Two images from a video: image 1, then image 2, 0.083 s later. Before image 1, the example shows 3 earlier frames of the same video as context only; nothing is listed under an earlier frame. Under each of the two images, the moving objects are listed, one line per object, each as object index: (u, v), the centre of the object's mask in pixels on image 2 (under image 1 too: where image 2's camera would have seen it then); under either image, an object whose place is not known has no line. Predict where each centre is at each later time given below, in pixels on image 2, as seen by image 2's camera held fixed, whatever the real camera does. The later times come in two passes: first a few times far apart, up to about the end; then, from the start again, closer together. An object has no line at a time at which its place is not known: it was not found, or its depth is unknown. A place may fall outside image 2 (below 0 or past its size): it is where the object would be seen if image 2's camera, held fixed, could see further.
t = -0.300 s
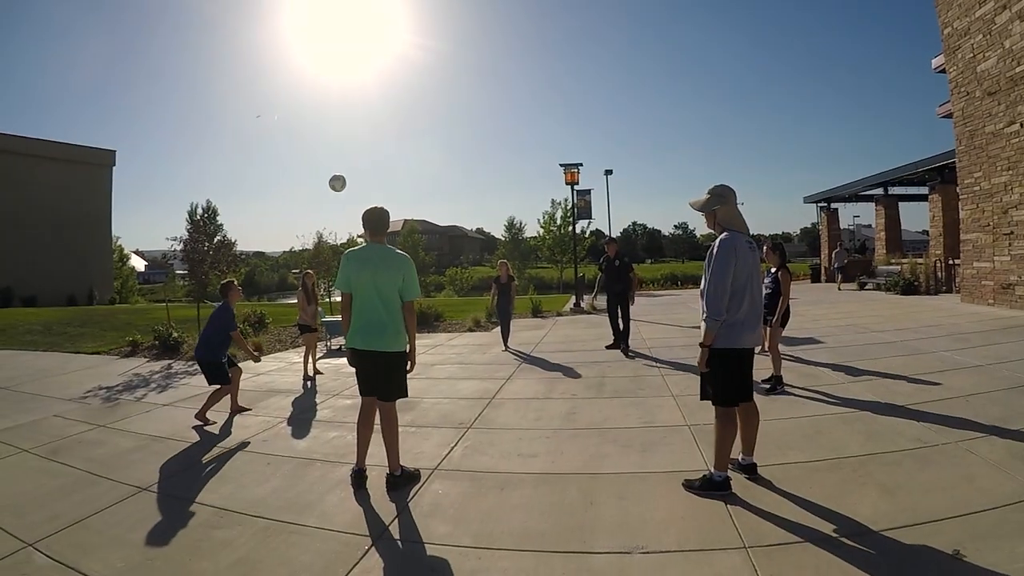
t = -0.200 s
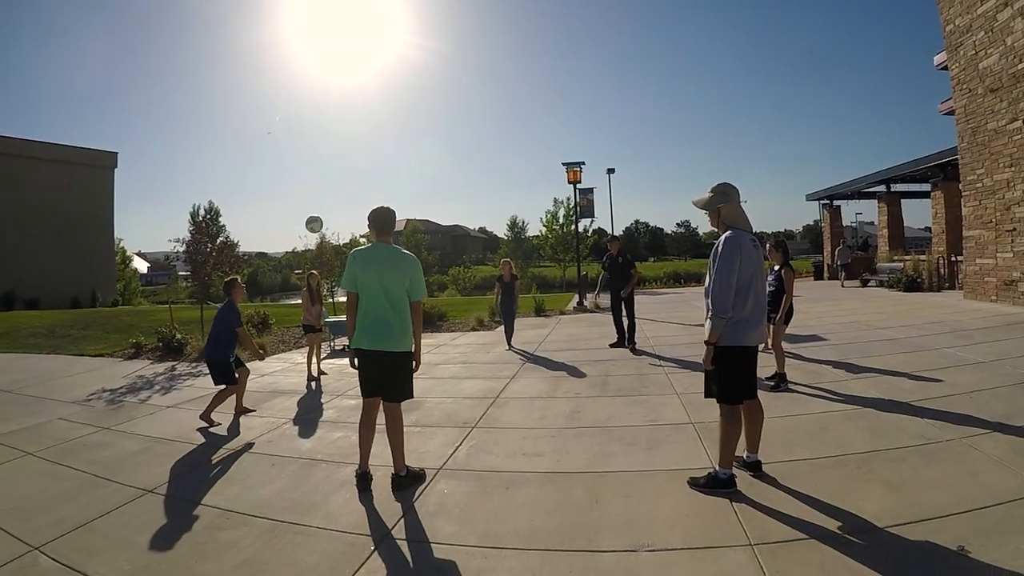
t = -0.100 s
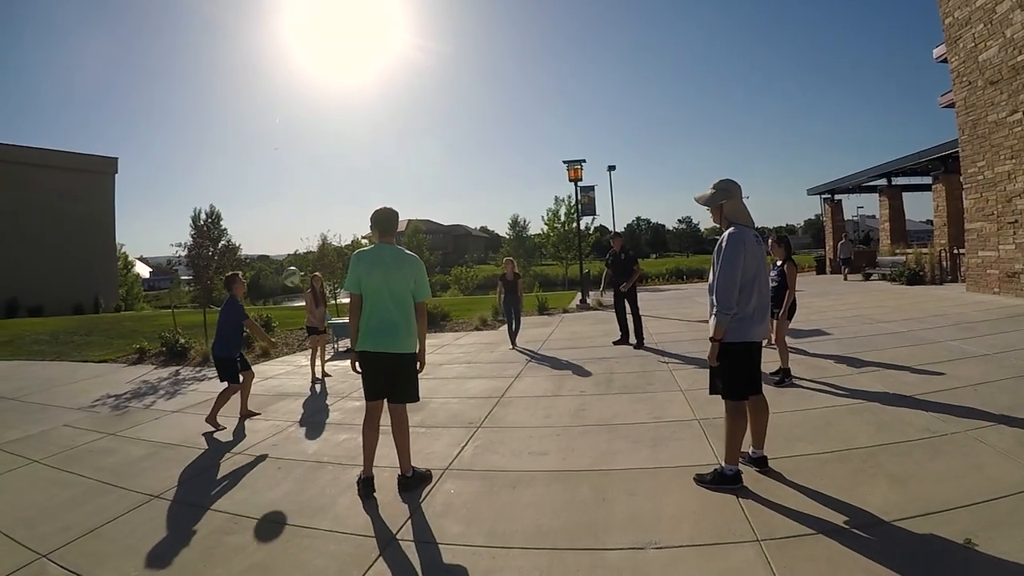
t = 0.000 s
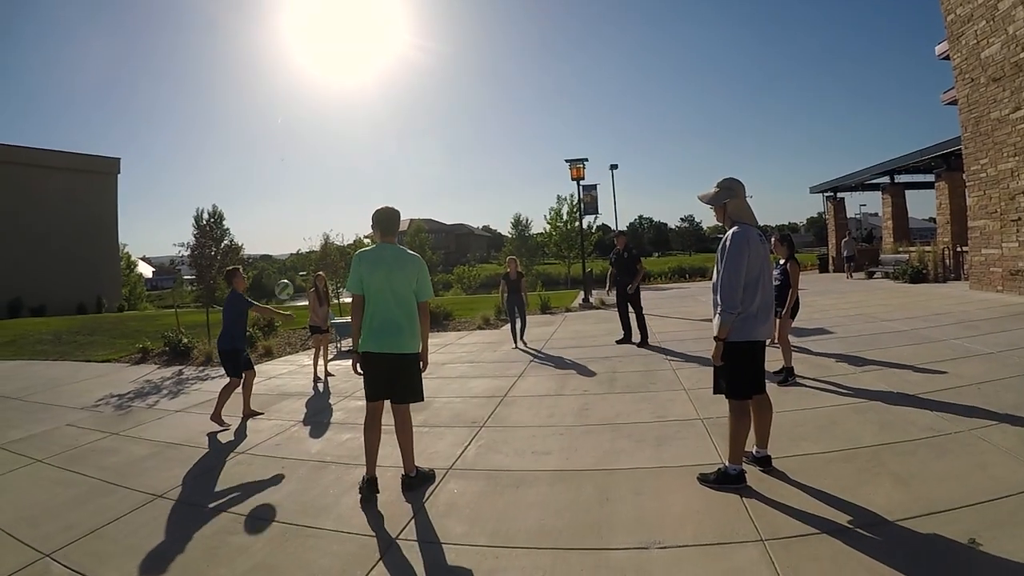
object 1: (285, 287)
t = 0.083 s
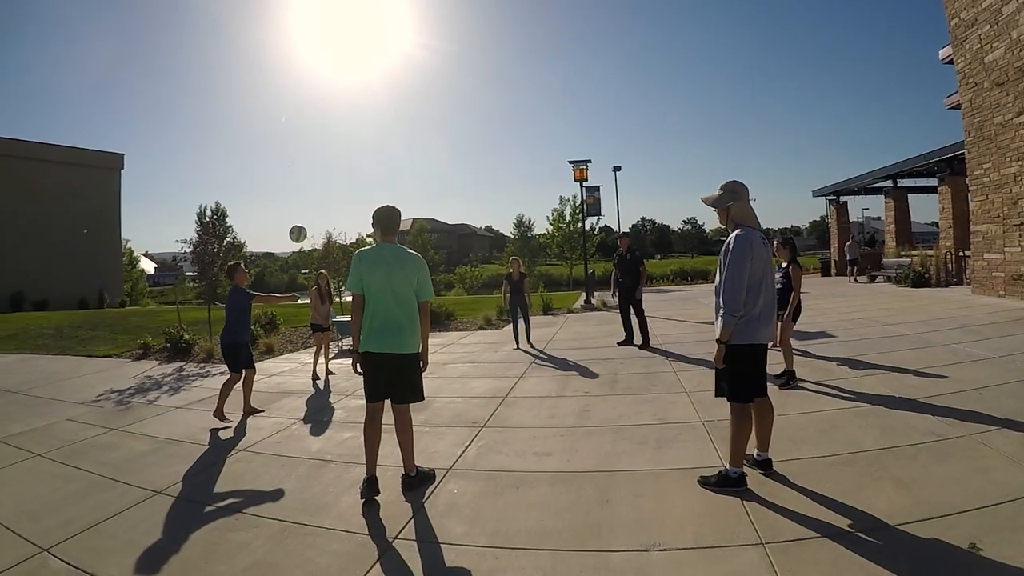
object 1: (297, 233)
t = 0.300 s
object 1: (333, 127)
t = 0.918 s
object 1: (433, 61)
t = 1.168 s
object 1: (471, 115)
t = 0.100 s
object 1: (300, 224)
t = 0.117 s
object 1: (303, 214)
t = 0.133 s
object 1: (305, 204)
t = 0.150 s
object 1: (308, 195)
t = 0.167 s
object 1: (311, 186)
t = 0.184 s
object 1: (314, 178)
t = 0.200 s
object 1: (316, 170)
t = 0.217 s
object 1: (319, 162)
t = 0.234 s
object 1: (322, 154)
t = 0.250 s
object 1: (325, 147)
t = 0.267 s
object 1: (328, 140)
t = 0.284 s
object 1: (331, 133)
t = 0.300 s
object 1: (333, 127)
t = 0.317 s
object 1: (336, 121)
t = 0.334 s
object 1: (339, 115)
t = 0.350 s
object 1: (342, 110)
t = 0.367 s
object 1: (345, 105)
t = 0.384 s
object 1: (348, 100)
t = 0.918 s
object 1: (433, 61)
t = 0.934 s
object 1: (435, 63)
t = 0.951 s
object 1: (438, 66)
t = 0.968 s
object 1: (440, 68)
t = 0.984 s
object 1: (443, 71)
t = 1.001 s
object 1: (445, 74)
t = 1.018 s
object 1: (448, 77)
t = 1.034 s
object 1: (451, 81)
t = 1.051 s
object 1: (453, 84)
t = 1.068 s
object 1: (456, 88)
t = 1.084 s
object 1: (458, 92)
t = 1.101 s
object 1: (461, 96)
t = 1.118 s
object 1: (463, 100)
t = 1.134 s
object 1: (466, 105)
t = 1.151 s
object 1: (468, 110)
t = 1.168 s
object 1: (471, 115)
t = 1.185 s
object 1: (473, 120)
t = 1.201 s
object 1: (476, 125)
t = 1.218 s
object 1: (478, 130)
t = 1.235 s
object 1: (481, 136)
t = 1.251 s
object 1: (483, 141)
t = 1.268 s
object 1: (486, 147)
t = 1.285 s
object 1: (489, 153)
